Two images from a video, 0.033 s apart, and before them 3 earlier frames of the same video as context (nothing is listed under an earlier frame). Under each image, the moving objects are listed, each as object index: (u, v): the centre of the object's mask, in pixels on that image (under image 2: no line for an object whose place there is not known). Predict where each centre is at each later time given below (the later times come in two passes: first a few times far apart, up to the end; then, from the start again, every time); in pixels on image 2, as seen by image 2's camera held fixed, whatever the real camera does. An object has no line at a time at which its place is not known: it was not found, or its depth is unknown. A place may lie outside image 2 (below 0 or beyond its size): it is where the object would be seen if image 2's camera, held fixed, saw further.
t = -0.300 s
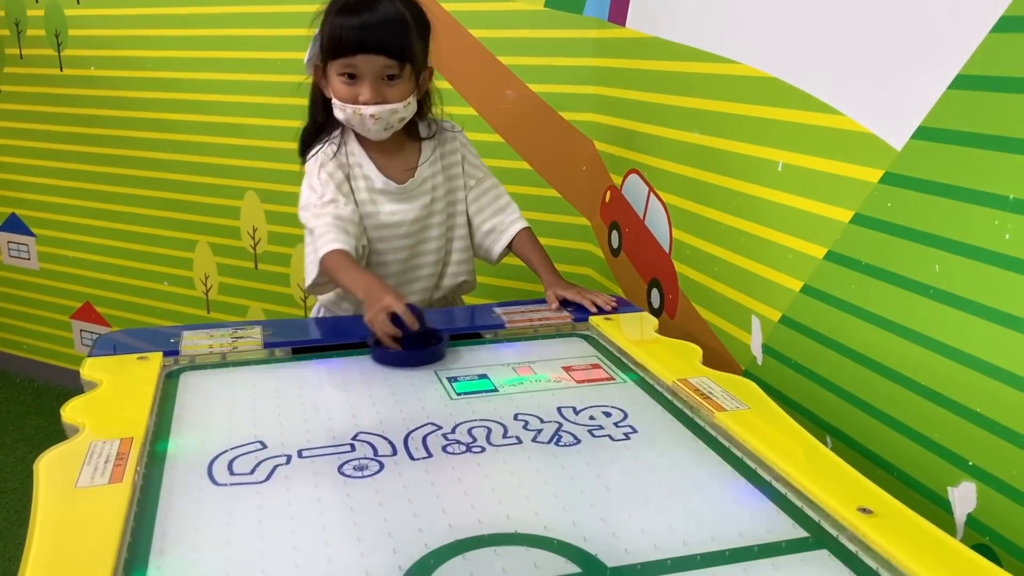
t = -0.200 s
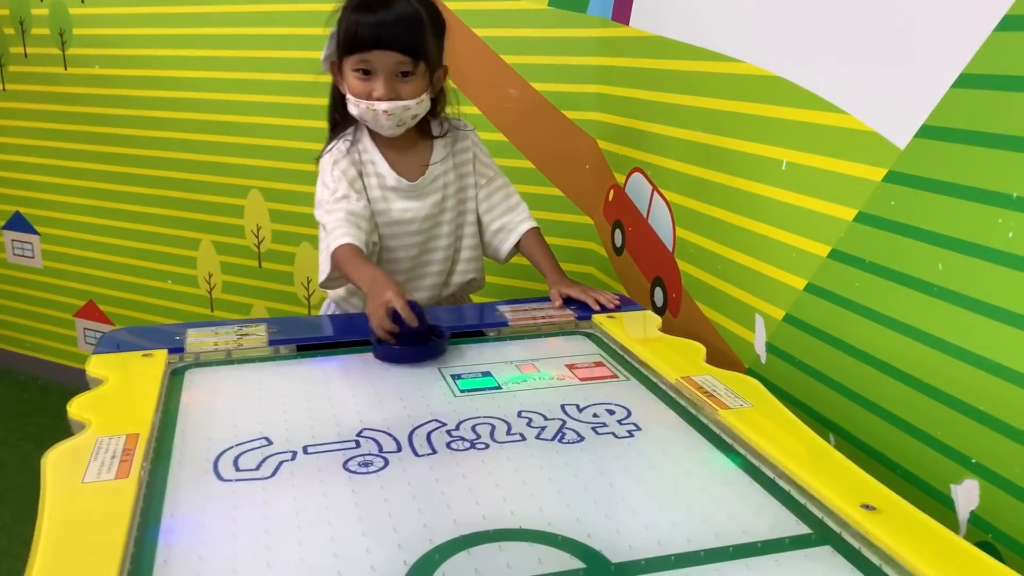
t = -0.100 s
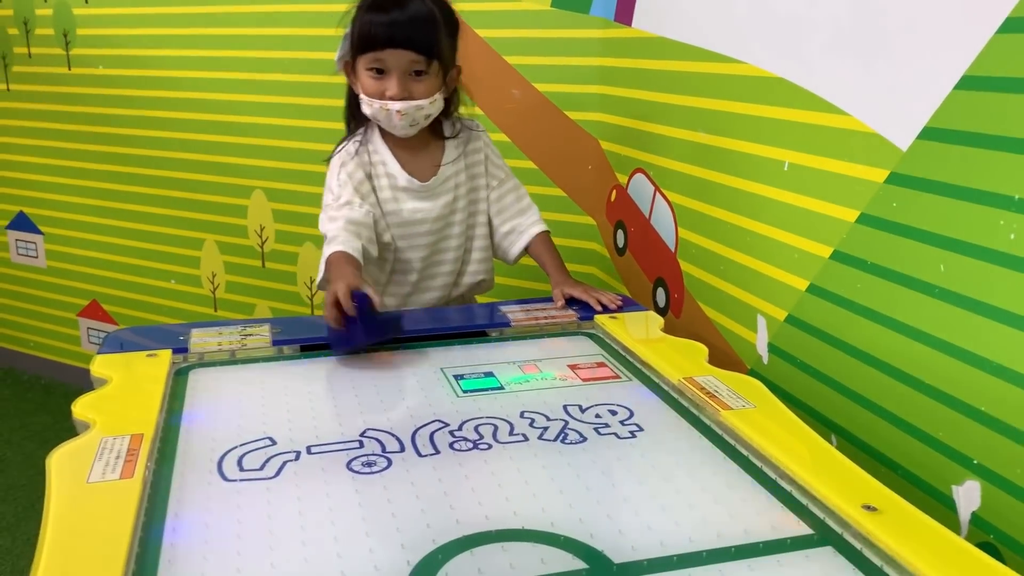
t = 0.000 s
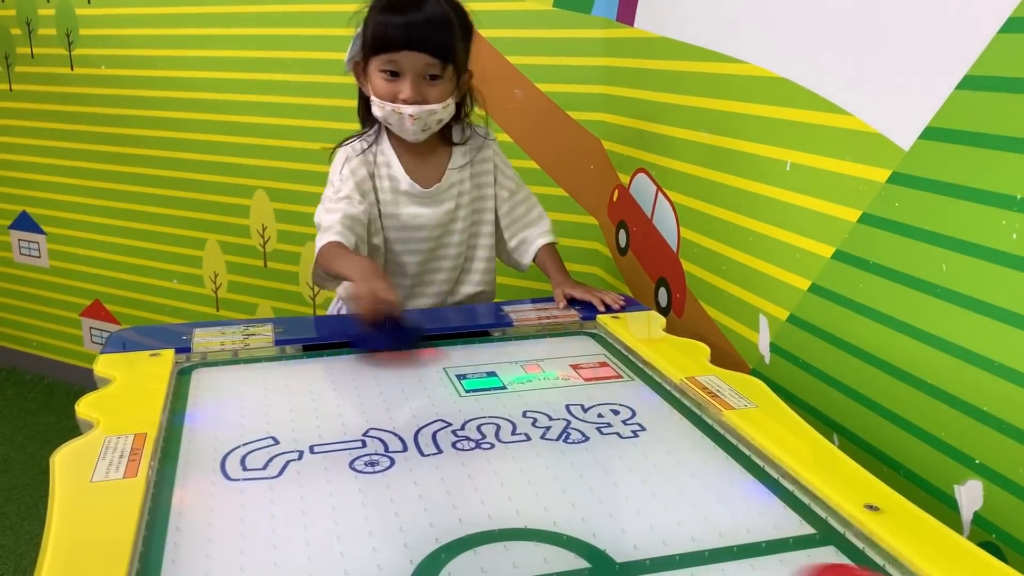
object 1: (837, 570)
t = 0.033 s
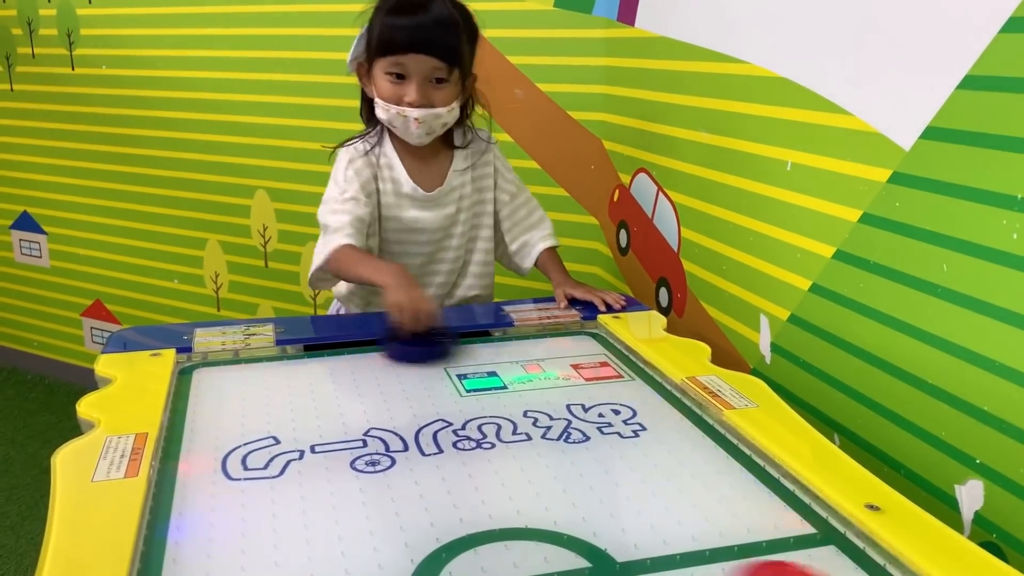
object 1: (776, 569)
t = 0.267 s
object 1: (343, 564)
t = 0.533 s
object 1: (429, 490)
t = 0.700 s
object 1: (599, 438)
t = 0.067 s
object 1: (713, 568)
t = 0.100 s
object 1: (648, 568)
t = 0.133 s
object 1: (589, 567)
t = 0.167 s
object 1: (527, 566)
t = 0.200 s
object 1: (465, 565)
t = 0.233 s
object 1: (403, 565)
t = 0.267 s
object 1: (343, 564)
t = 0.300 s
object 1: (283, 563)
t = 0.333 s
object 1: (222, 562)
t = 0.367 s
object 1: (203, 559)
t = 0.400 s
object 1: (252, 547)
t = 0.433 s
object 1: (301, 531)
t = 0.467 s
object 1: (346, 517)
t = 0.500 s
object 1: (389, 503)
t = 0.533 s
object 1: (429, 490)
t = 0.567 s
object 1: (467, 478)
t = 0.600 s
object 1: (503, 467)
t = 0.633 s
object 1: (537, 457)
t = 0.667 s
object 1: (569, 447)
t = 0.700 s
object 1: (599, 438)
